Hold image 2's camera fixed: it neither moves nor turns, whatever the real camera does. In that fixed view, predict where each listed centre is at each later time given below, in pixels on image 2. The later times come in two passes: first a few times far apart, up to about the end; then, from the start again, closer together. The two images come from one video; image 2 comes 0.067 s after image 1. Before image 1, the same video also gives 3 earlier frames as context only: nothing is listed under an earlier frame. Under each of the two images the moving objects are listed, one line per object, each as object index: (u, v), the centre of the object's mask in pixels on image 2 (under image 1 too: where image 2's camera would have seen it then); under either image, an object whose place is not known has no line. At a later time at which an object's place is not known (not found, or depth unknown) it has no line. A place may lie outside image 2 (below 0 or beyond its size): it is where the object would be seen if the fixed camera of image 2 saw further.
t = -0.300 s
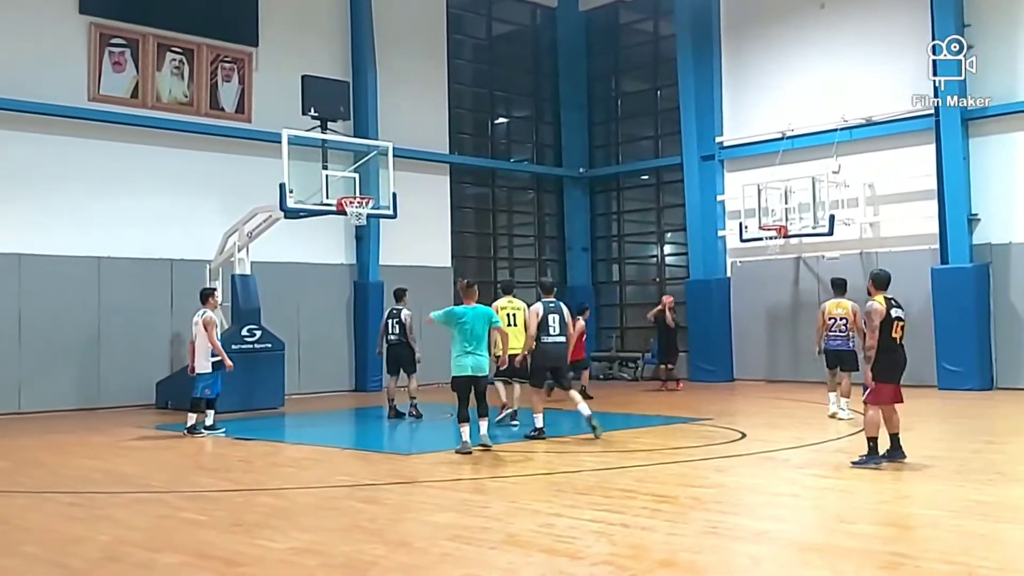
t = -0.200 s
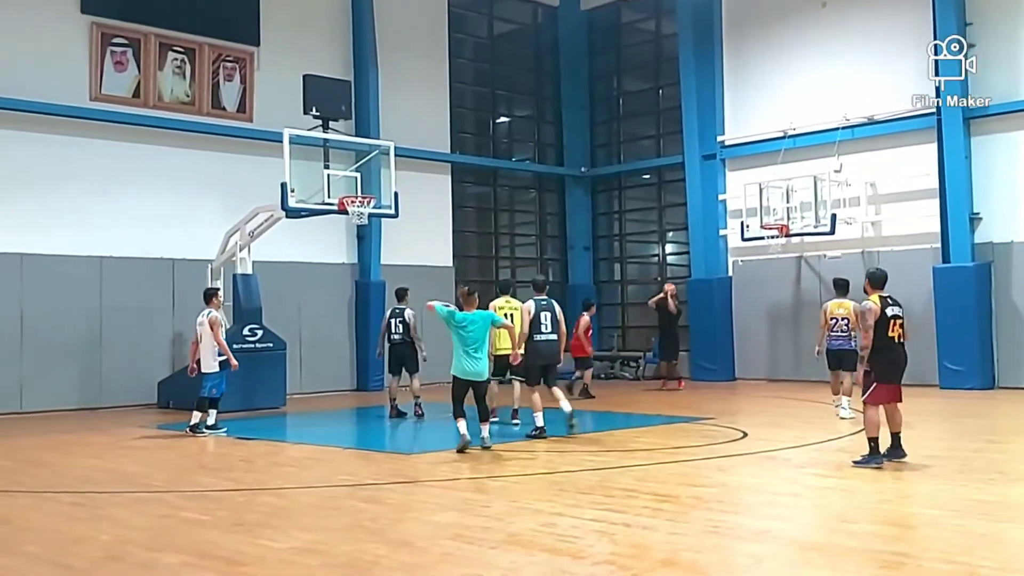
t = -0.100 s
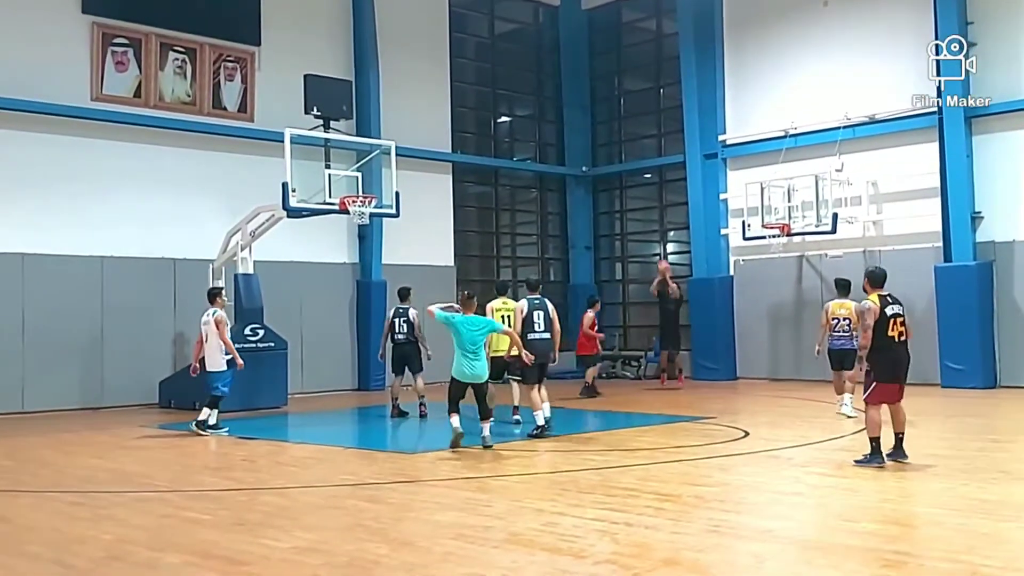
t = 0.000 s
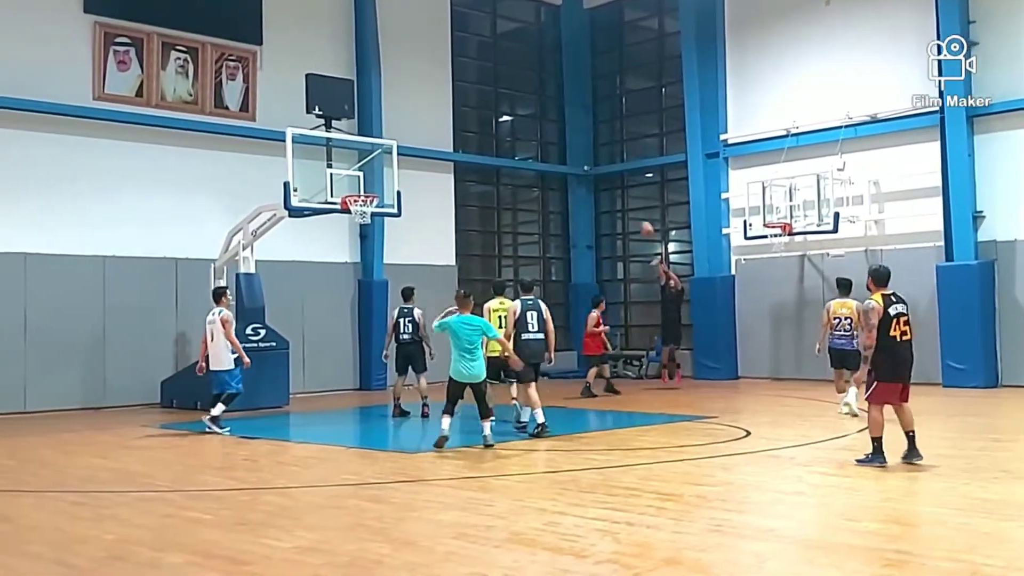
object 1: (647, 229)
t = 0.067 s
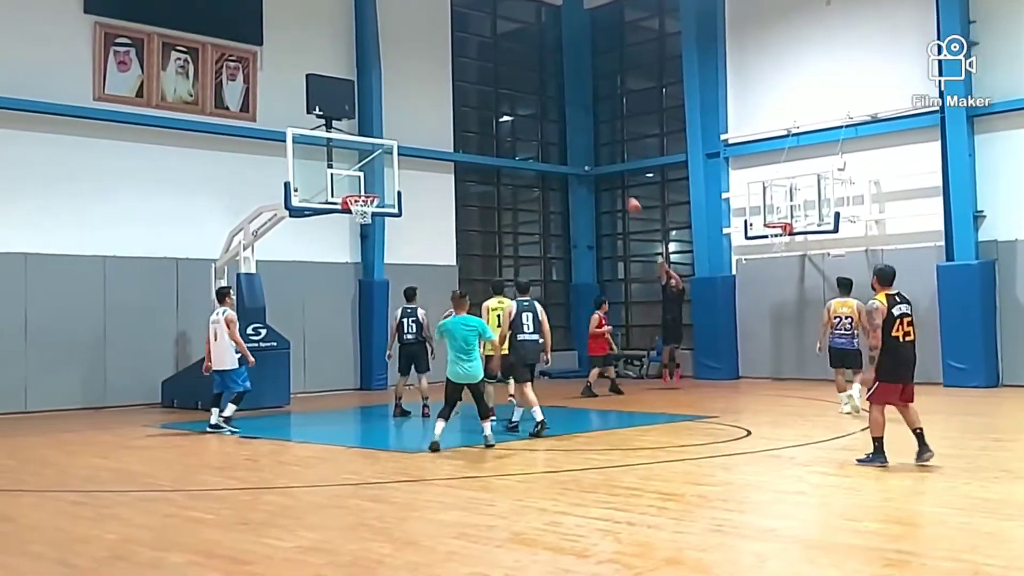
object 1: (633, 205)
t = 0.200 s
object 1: (605, 166)
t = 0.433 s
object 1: (554, 117)
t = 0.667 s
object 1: (500, 96)
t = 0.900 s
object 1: (442, 108)
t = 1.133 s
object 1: (380, 156)
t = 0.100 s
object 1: (626, 196)
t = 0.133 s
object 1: (619, 186)
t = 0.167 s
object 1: (612, 176)
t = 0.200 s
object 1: (605, 166)
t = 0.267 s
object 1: (591, 149)
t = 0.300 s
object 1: (584, 142)
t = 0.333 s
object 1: (577, 135)
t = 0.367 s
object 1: (569, 128)
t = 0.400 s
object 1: (561, 122)
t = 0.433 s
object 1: (554, 117)
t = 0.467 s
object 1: (547, 112)
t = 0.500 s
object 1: (539, 107)
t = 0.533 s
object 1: (532, 104)
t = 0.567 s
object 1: (524, 101)
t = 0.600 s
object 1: (516, 99)
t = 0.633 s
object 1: (508, 97)
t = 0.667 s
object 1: (500, 96)
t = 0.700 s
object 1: (492, 95)
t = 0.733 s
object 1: (484, 96)
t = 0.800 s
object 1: (467, 98)
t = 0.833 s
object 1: (460, 100)
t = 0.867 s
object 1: (451, 103)
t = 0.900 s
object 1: (442, 108)
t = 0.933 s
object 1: (434, 112)
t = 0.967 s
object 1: (424, 118)
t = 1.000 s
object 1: (416, 124)
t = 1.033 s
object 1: (408, 130)
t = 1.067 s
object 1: (399, 138)
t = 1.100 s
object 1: (389, 148)
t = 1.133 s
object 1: (380, 156)
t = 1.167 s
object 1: (371, 167)
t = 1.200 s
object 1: (361, 178)
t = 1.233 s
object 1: (352, 188)
